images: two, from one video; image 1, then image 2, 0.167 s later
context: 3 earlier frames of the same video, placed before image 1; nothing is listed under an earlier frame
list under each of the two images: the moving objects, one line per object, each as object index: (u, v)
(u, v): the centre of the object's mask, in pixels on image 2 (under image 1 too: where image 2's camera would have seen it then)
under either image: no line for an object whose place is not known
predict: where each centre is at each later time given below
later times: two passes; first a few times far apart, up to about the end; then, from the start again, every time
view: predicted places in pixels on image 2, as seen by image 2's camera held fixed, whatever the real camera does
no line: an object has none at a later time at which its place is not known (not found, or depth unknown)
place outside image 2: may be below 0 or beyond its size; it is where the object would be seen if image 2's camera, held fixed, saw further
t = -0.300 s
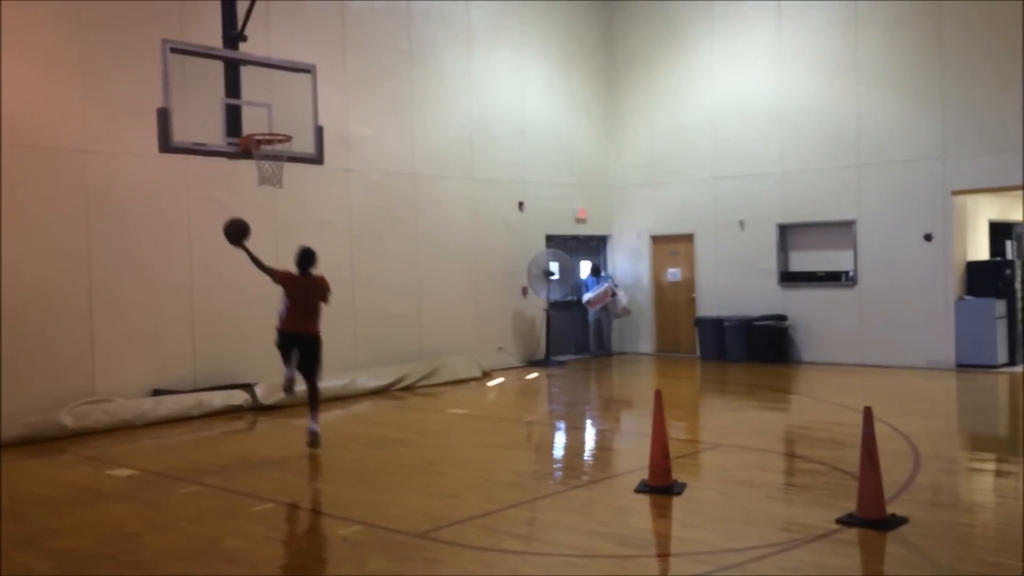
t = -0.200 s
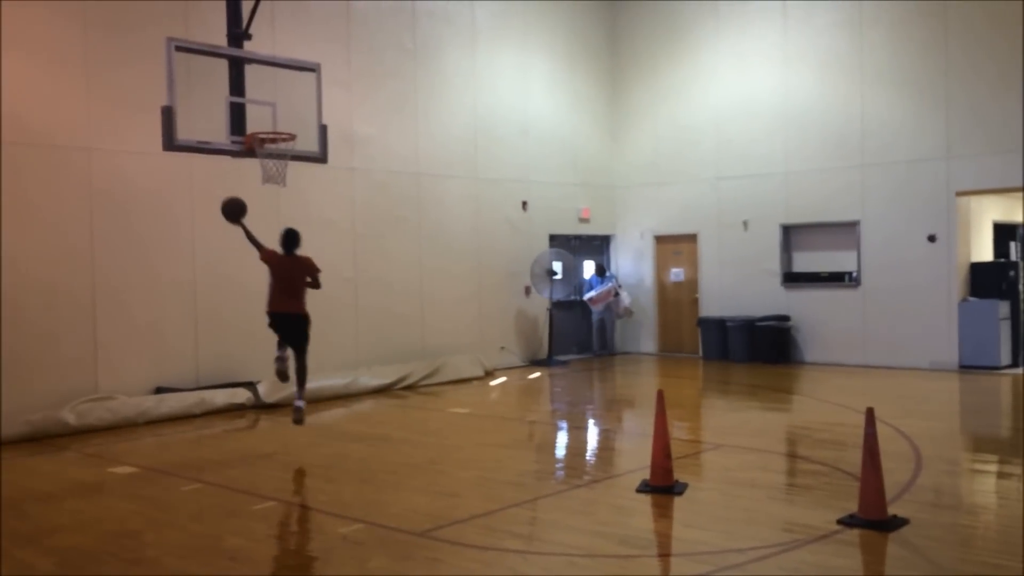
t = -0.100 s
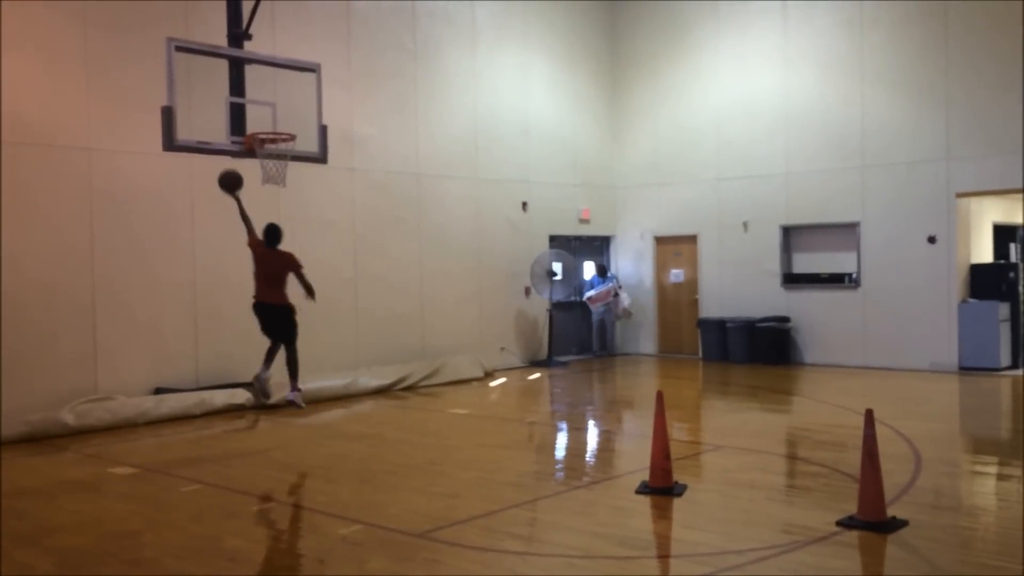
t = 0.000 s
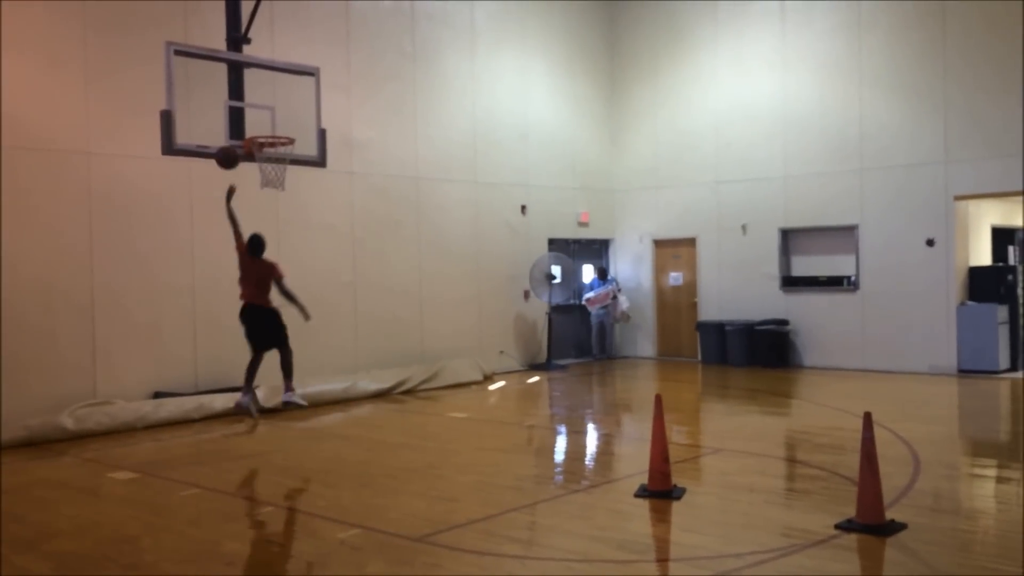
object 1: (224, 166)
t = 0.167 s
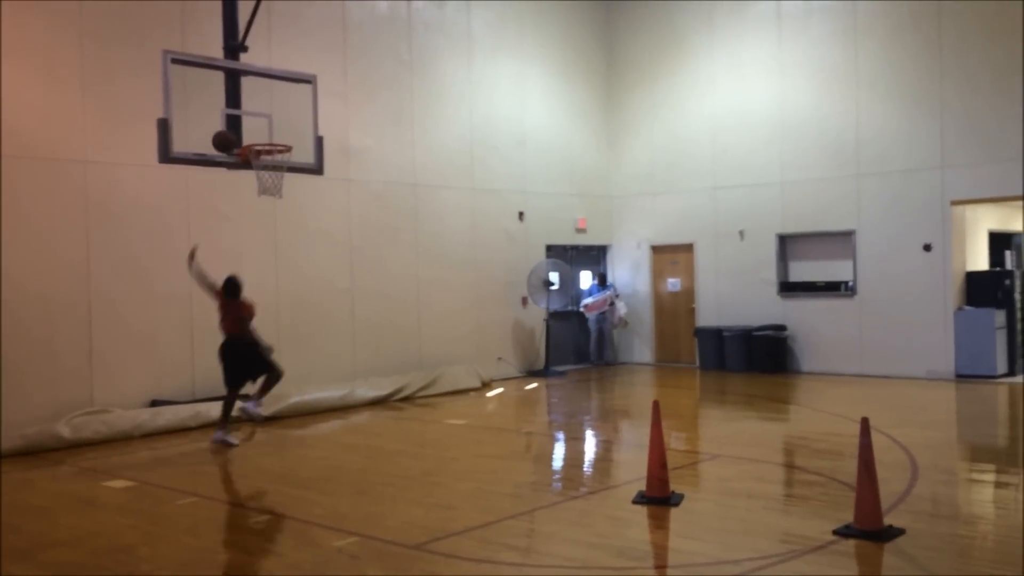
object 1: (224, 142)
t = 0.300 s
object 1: (237, 136)
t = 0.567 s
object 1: (239, 158)
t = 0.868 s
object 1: (243, 264)
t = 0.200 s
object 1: (228, 139)
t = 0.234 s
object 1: (232, 136)
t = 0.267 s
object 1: (235, 136)
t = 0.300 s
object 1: (237, 136)
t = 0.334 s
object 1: (238, 135)
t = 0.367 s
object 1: (237, 135)
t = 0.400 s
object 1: (237, 136)
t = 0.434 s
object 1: (238, 137)
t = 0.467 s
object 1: (238, 140)
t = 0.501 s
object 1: (238, 144)
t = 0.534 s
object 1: (239, 150)
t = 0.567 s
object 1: (239, 158)
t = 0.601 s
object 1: (239, 164)
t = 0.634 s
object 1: (240, 172)
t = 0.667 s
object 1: (240, 183)
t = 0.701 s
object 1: (240, 193)
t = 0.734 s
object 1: (241, 205)
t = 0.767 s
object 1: (241, 218)
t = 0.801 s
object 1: (242, 232)
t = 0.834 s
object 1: (243, 247)
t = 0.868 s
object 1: (243, 264)
